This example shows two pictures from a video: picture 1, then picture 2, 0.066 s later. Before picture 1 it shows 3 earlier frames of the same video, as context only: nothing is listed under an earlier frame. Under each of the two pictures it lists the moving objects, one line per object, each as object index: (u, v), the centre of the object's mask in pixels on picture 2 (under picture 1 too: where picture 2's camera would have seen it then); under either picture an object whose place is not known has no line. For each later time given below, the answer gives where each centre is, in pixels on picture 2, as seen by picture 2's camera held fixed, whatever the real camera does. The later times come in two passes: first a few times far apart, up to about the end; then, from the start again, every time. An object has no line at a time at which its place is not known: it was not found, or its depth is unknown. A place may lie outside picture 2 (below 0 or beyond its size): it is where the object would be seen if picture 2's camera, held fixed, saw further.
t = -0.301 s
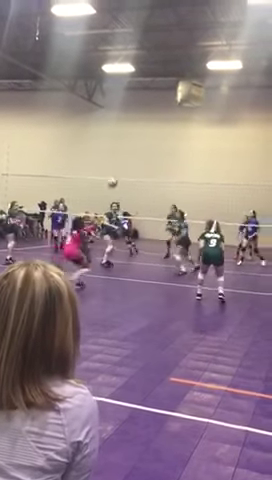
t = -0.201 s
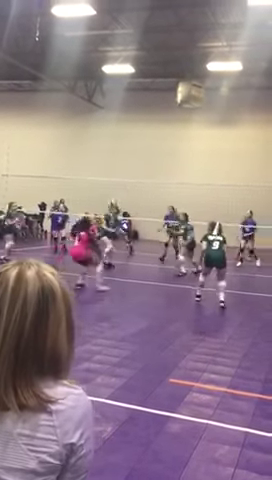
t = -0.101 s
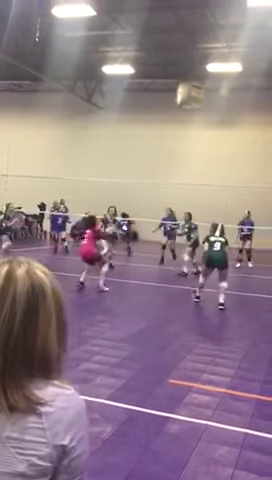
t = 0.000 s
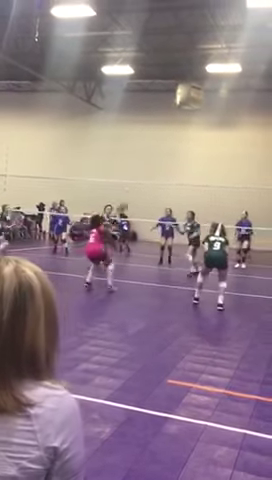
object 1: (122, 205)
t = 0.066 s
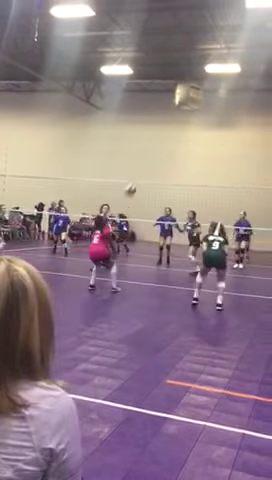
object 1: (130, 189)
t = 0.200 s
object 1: (146, 165)
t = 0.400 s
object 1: (167, 148)
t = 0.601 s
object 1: (185, 153)
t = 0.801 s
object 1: (202, 176)
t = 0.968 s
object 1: (213, 210)
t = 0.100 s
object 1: (135, 181)
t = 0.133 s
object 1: (139, 176)
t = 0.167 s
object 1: (143, 172)
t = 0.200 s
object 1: (146, 165)
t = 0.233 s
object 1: (150, 163)
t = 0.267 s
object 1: (153, 157)
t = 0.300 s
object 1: (157, 155)
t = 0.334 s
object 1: (160, 152)
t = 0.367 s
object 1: (164, 150)
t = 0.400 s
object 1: (167, 148)
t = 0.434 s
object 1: (170, 148)
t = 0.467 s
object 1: (174, 148)
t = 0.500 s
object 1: (176, 148)
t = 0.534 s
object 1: (180, 149)
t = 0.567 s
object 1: (182, 151)
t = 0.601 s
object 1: (185, 153)
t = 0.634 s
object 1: (188, 155)
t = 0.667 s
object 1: (192, 159)
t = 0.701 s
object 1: (194, 162)
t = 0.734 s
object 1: (197, 166)
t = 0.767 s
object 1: (199, 171)
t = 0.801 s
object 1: (202, 176)
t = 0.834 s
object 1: (204, 181)
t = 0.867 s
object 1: (206, 187)
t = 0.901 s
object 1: (209, 194)
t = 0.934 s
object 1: (211, 201)
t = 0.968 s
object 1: (213, 210)
